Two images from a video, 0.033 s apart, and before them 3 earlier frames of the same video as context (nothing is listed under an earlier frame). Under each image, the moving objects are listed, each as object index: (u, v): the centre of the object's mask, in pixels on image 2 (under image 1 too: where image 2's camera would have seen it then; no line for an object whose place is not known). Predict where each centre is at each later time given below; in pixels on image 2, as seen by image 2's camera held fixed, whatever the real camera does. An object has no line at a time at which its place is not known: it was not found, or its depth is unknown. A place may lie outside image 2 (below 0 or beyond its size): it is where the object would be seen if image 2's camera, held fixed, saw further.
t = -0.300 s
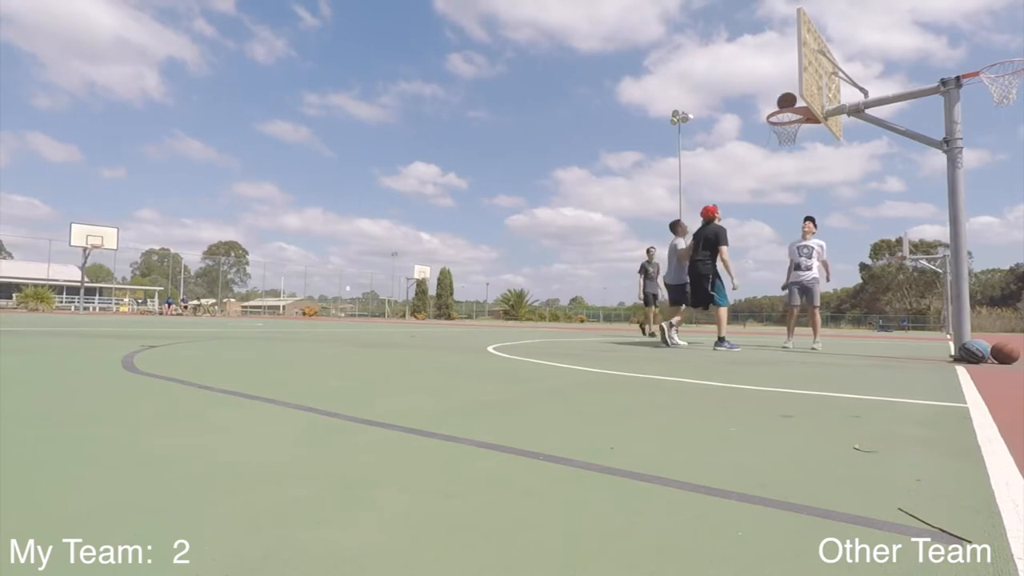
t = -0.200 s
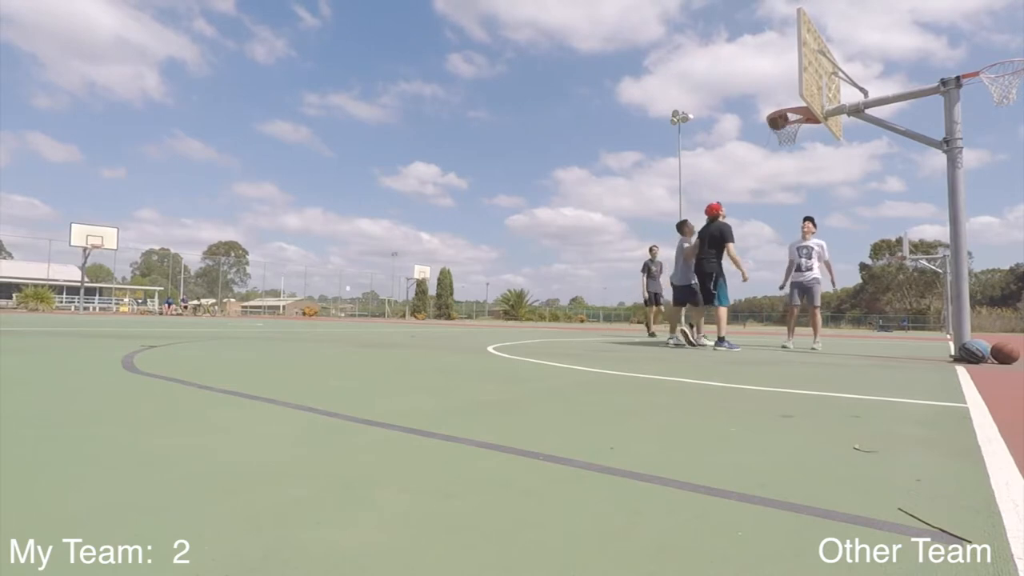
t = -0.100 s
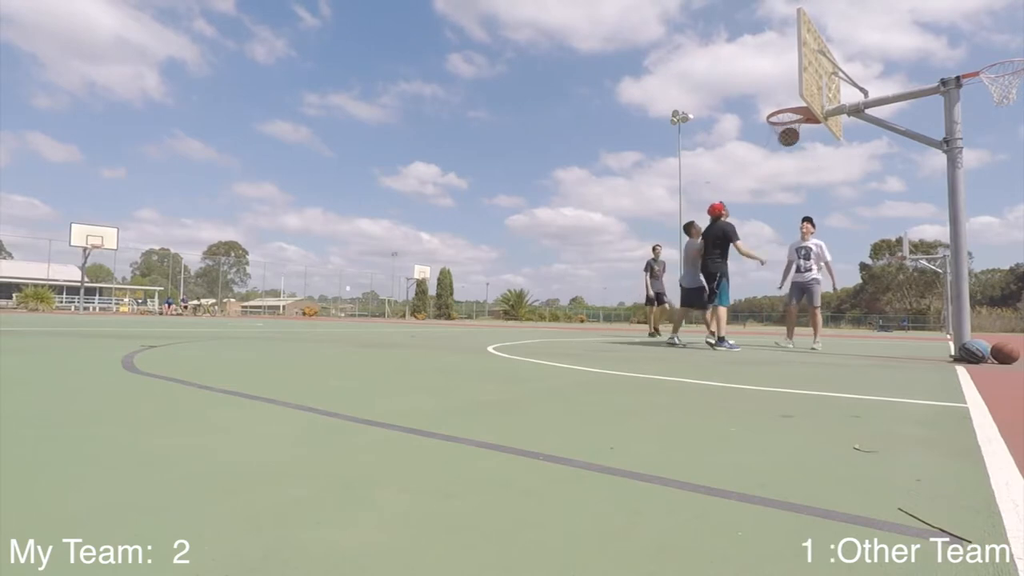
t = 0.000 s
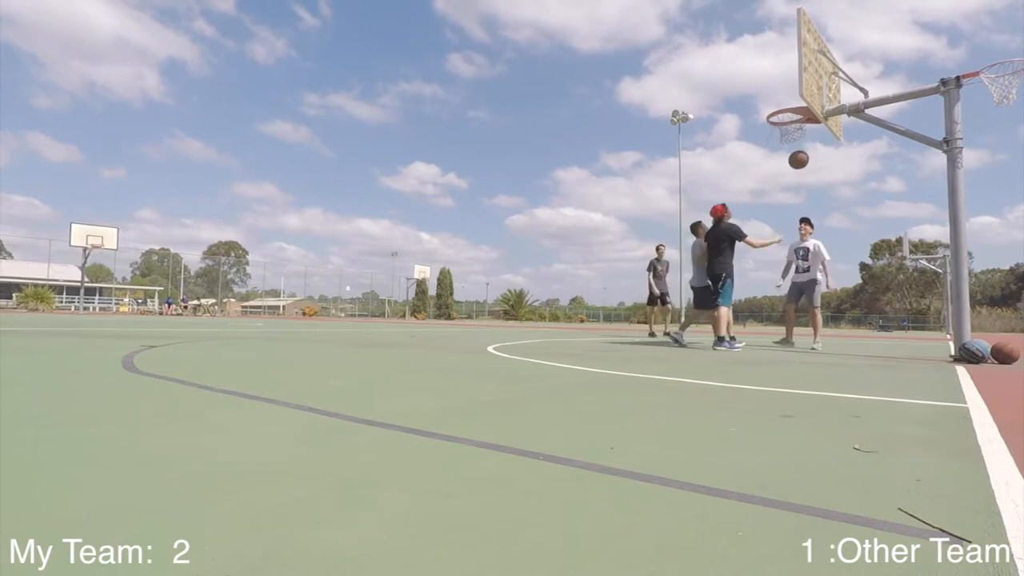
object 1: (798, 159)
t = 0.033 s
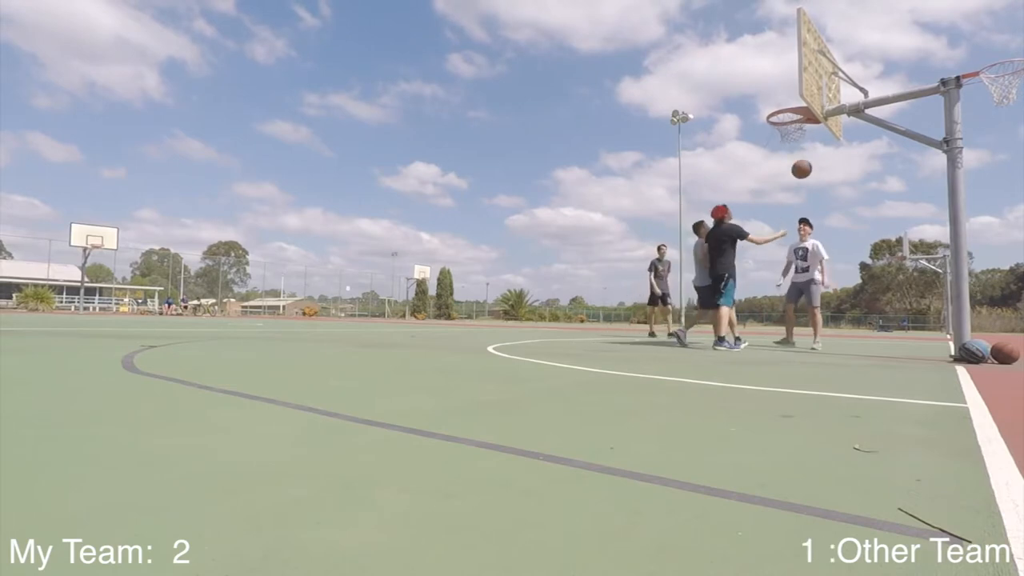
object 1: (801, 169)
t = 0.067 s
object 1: (804, 179)
